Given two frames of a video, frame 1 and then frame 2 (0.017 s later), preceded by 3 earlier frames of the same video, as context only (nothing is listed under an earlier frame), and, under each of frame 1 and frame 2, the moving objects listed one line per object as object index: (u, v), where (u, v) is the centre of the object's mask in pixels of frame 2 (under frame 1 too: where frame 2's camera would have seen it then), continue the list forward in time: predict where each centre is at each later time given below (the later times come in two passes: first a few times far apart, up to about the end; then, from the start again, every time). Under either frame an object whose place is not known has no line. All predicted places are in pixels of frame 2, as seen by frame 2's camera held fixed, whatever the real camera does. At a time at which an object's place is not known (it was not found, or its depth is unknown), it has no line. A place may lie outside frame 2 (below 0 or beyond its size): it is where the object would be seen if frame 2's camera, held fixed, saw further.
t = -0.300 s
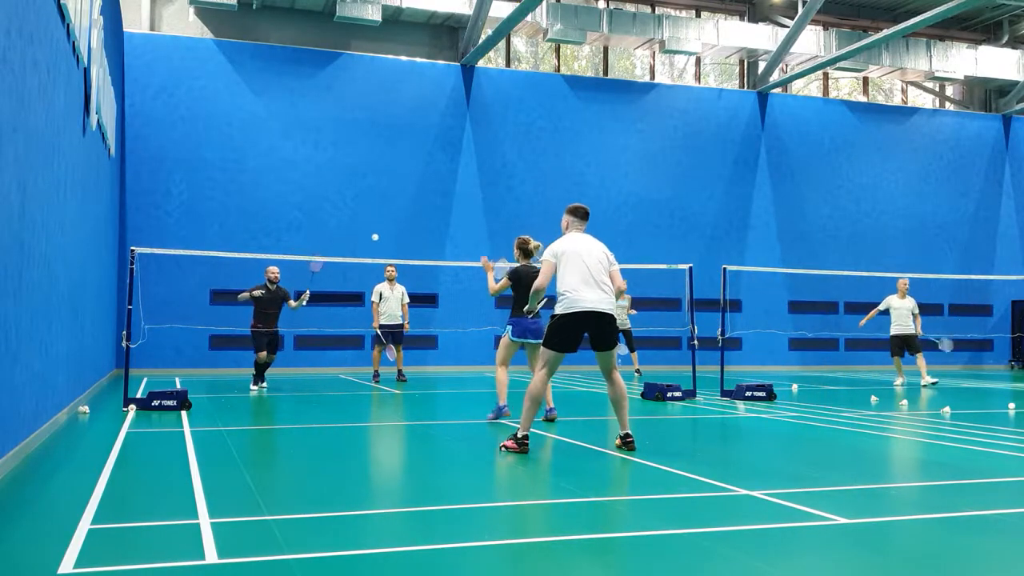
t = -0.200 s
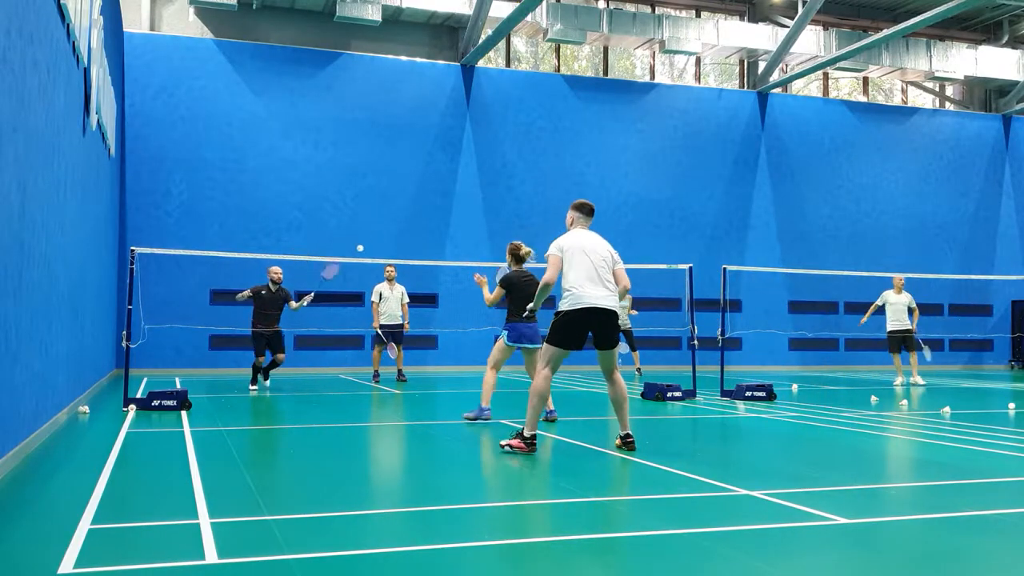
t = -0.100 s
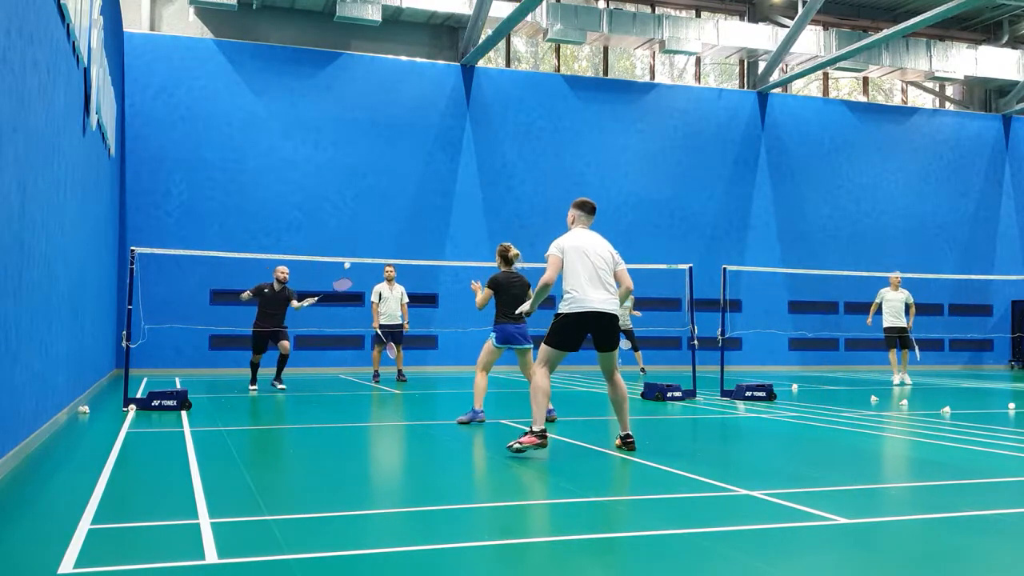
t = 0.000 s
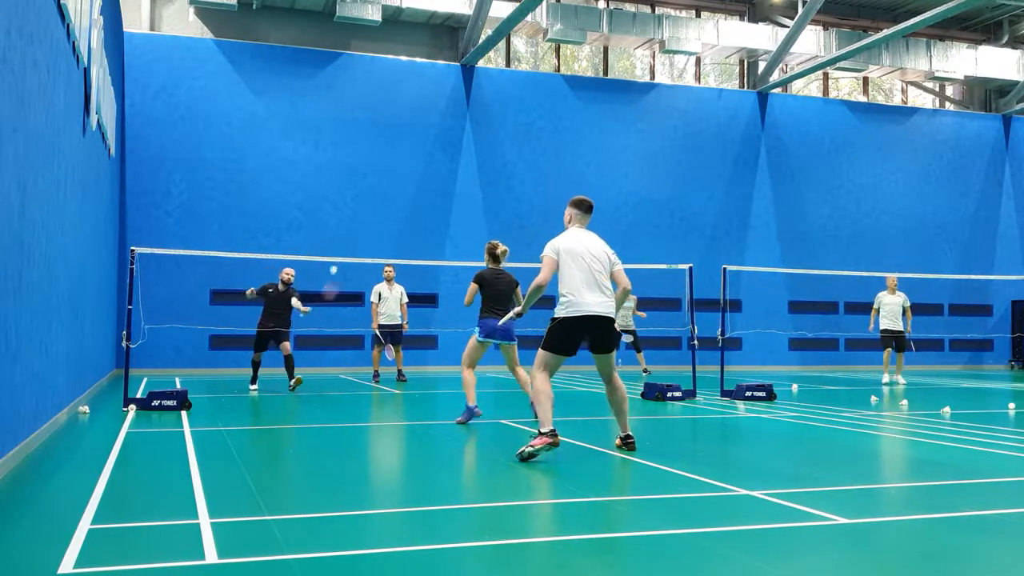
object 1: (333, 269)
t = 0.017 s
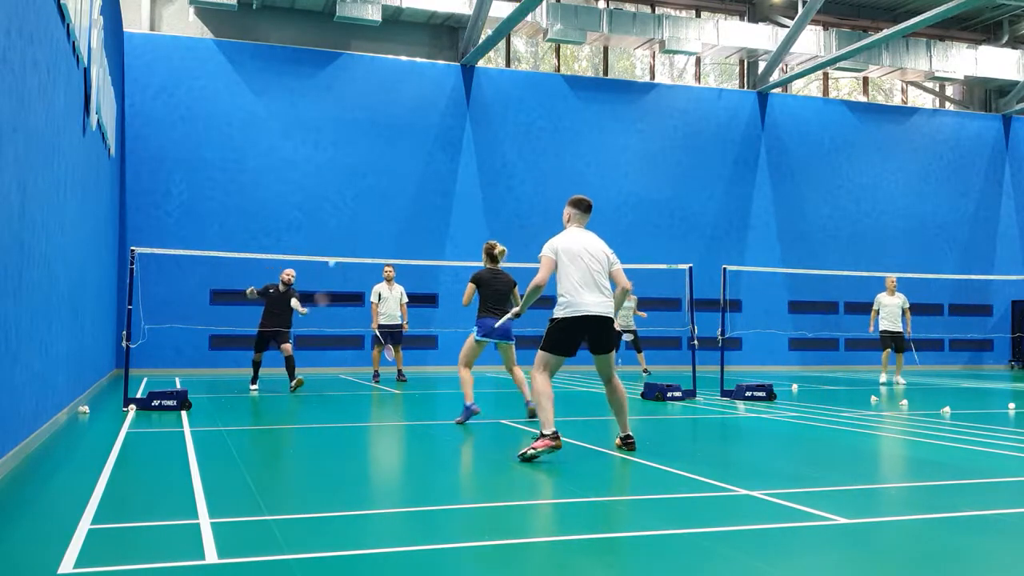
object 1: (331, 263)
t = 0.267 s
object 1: (297, 200)
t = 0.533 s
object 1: (254, 214)
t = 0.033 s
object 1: (330, 254)
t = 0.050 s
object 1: (332, 247)
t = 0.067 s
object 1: (330, 241)
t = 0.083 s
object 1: (327, 236)
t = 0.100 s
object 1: (323, 233)
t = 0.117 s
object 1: (319, 229)
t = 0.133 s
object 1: (315, 225)
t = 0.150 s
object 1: (313, 221)
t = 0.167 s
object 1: (311, 218)
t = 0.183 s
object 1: (309, 214)
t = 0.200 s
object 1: (307, 211)
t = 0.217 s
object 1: (305, 208)
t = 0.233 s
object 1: (302, 205)
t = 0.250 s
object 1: (299, 202)
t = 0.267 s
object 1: (297, 200)
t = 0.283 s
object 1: (294, 198)
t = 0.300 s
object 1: (291, 197)
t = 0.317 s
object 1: (289, 196)
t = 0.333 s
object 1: (286, 195)
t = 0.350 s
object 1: (284, 195)
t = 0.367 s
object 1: (281, 195)
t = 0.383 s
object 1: (278, 196)
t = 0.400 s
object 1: (276, 197)
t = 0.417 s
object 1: (273, 197)
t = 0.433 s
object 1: (270, 199)
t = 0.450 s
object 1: (267, 200)
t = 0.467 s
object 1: (265, 202)
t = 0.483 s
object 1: (262, 205)
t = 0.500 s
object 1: (260, 207)
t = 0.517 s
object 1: (257, 211)
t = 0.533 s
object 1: (254, 214)
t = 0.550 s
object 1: (251, 218)
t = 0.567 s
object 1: (248, 222)
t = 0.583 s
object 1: (245, 227)
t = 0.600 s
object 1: (243, 232)
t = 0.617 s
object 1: (239, 237)
